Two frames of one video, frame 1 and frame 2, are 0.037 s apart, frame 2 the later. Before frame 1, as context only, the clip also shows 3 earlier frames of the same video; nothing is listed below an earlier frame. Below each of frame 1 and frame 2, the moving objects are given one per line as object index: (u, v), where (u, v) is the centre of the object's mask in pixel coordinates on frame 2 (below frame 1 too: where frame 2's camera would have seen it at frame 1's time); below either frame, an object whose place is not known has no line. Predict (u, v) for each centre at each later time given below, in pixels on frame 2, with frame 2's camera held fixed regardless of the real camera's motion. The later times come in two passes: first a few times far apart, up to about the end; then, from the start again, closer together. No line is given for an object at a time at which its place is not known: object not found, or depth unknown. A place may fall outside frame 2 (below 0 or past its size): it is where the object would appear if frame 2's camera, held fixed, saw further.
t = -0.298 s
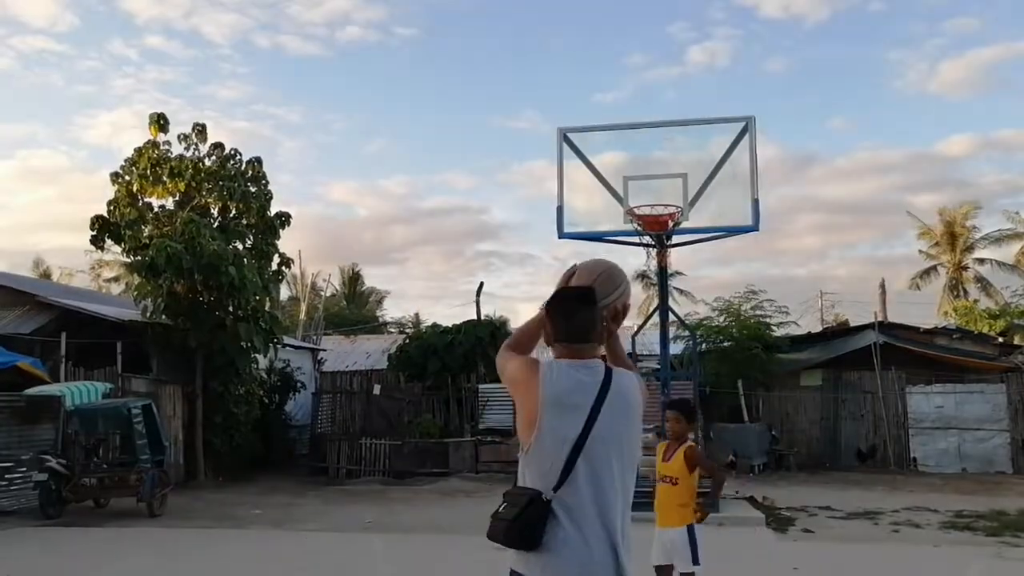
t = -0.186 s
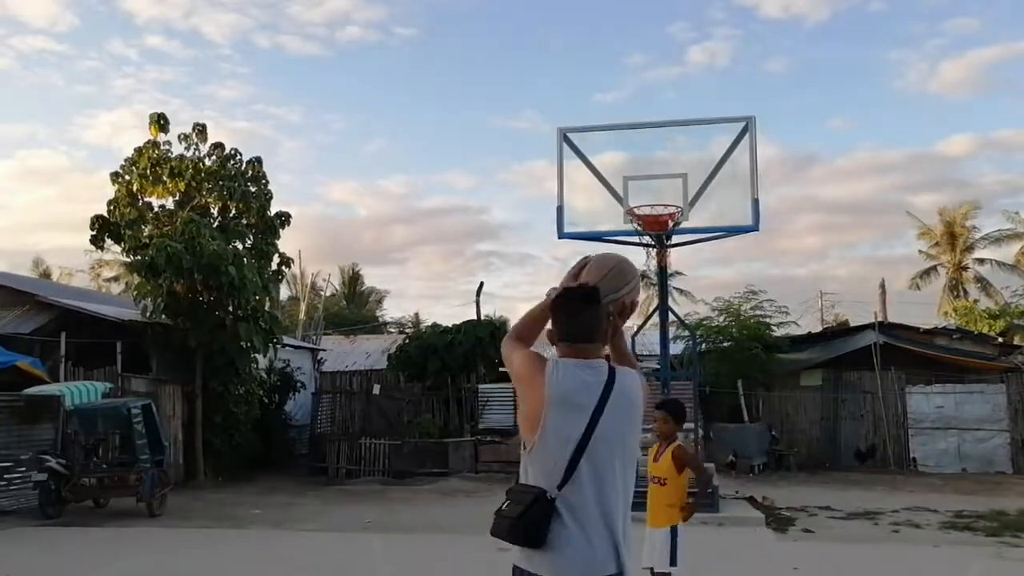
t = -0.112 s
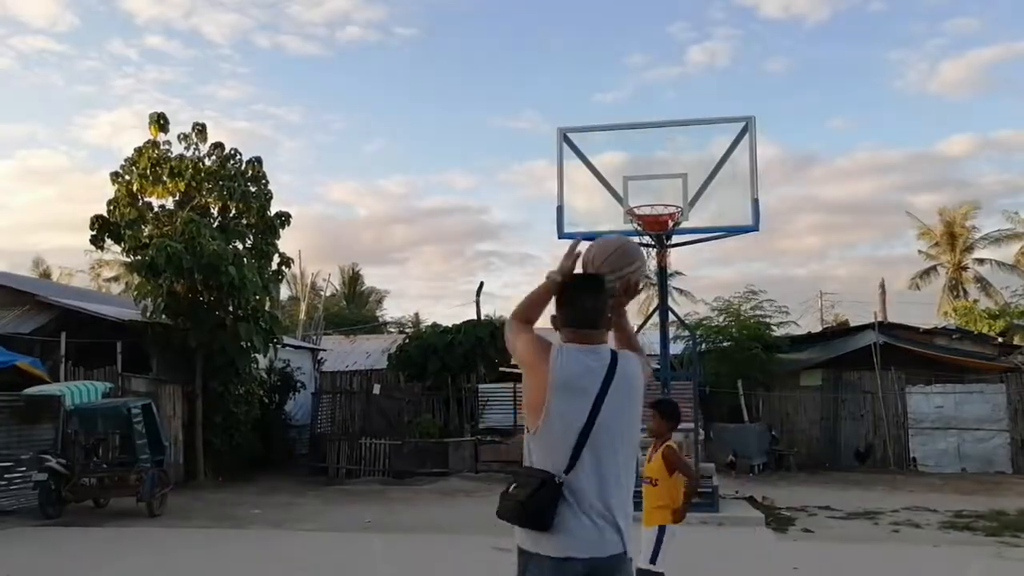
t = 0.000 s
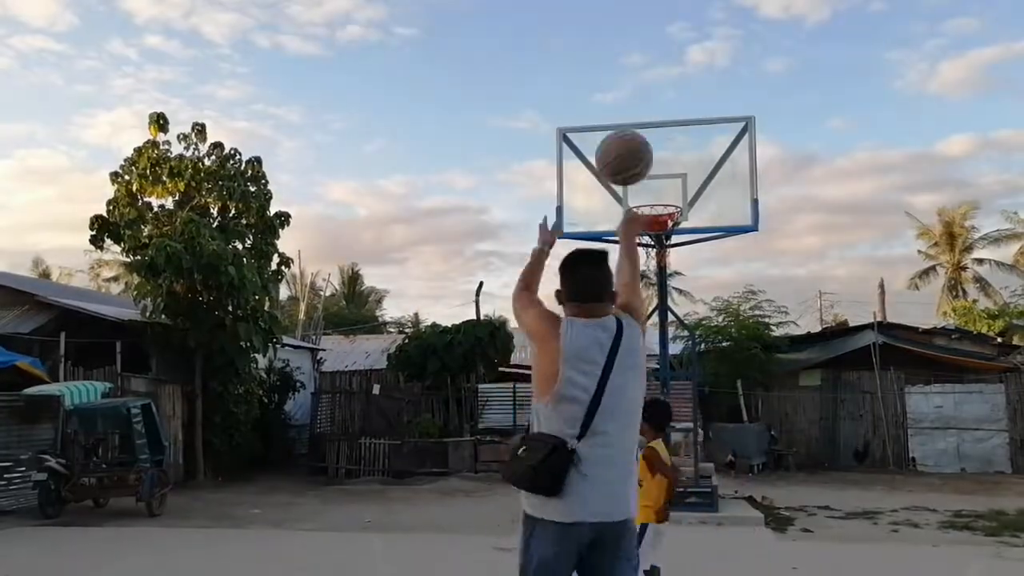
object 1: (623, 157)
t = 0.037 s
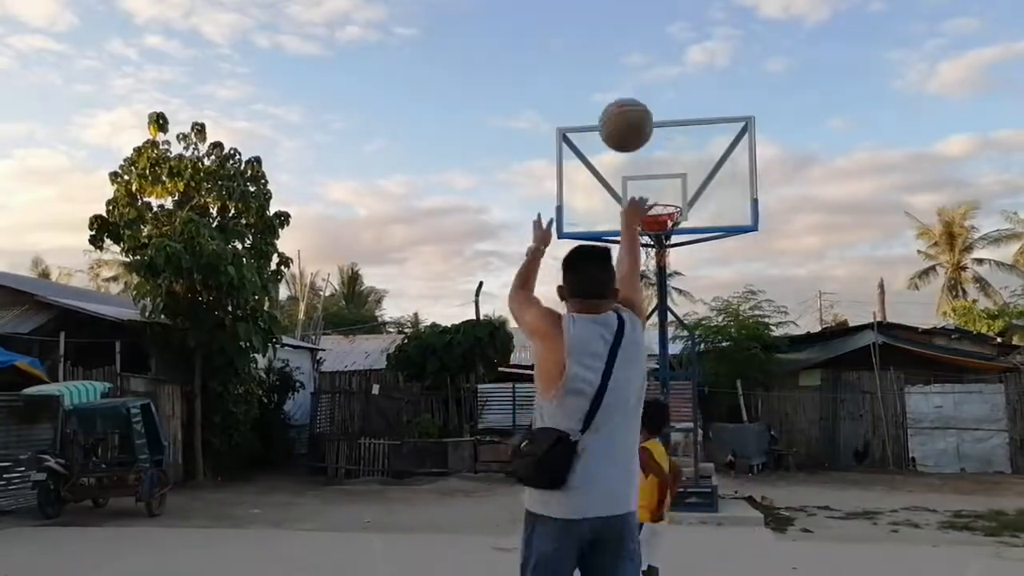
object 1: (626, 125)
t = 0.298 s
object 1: (639, 23)
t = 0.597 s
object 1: (651, 57)
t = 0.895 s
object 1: (661, 177)
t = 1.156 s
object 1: (645, 237)
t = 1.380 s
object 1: (662, 255)
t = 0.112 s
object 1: (630, 77)
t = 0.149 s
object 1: (632, 59)
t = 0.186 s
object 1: (633, 46)
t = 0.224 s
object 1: (636, 35)
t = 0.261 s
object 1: (637, 28)
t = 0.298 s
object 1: (639, 23)
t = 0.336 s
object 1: (641, 21)
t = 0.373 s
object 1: (642, 21)
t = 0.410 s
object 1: (644, 22)
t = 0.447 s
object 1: (645, 26)
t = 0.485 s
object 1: (647, 31)
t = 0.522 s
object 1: (648, 38)
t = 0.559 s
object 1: (650, 47)
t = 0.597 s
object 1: (651, 57)
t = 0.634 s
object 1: (652, 68)
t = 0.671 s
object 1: (654, 81)
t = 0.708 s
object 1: (655, 94)
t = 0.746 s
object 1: (656, 109)
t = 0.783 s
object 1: (657, 125)
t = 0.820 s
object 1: (659, 142)
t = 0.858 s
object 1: (660, 159)
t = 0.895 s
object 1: (661, 177)
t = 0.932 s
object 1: (662, 196)
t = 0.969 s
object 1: (662, 215)
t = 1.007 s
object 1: (653, 229)
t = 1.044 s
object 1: (642, 240)
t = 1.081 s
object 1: (641, 240)
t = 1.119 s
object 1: (643, 238)
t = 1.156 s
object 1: (645, 237)
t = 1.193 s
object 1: (649, 236)
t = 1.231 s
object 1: (651, 236)
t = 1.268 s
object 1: (654, 239)
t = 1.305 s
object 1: (656, 242)
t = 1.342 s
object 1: (659, 248)
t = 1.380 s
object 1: (662, 255)
